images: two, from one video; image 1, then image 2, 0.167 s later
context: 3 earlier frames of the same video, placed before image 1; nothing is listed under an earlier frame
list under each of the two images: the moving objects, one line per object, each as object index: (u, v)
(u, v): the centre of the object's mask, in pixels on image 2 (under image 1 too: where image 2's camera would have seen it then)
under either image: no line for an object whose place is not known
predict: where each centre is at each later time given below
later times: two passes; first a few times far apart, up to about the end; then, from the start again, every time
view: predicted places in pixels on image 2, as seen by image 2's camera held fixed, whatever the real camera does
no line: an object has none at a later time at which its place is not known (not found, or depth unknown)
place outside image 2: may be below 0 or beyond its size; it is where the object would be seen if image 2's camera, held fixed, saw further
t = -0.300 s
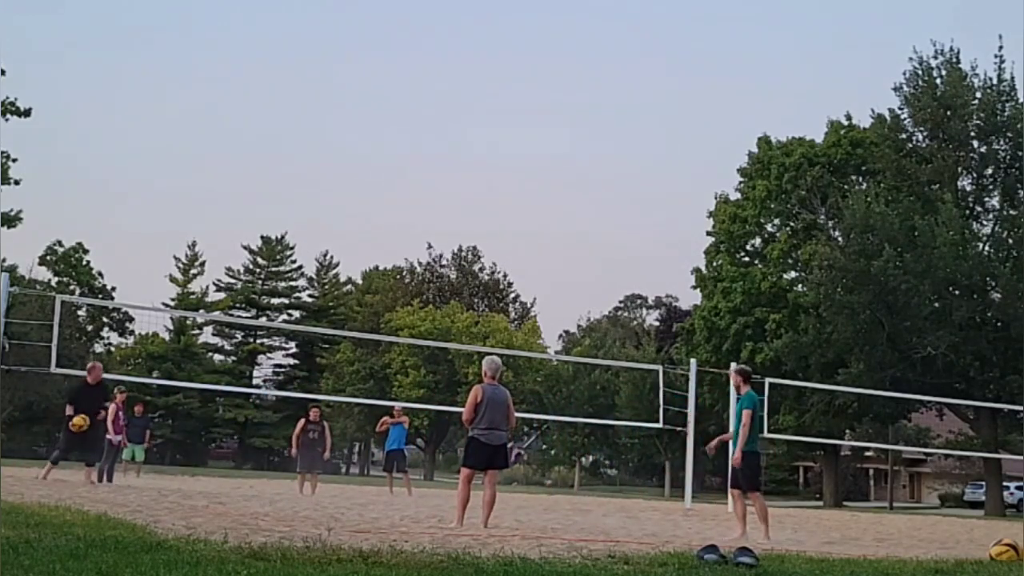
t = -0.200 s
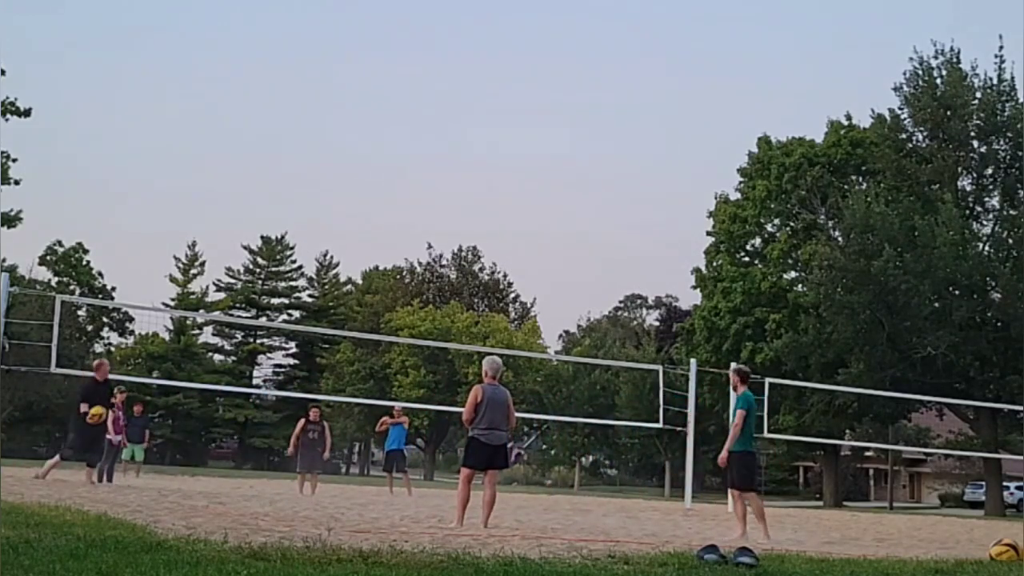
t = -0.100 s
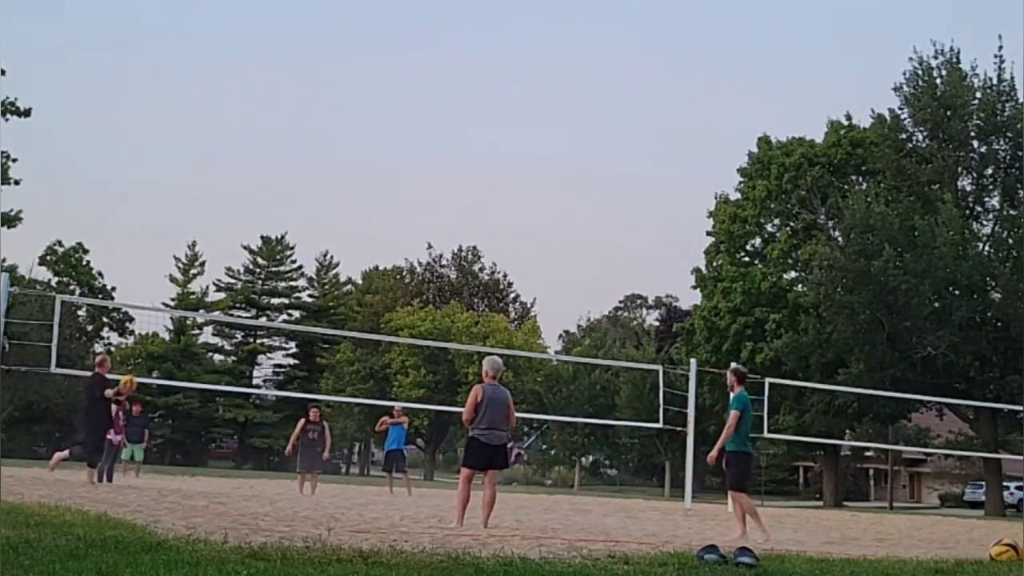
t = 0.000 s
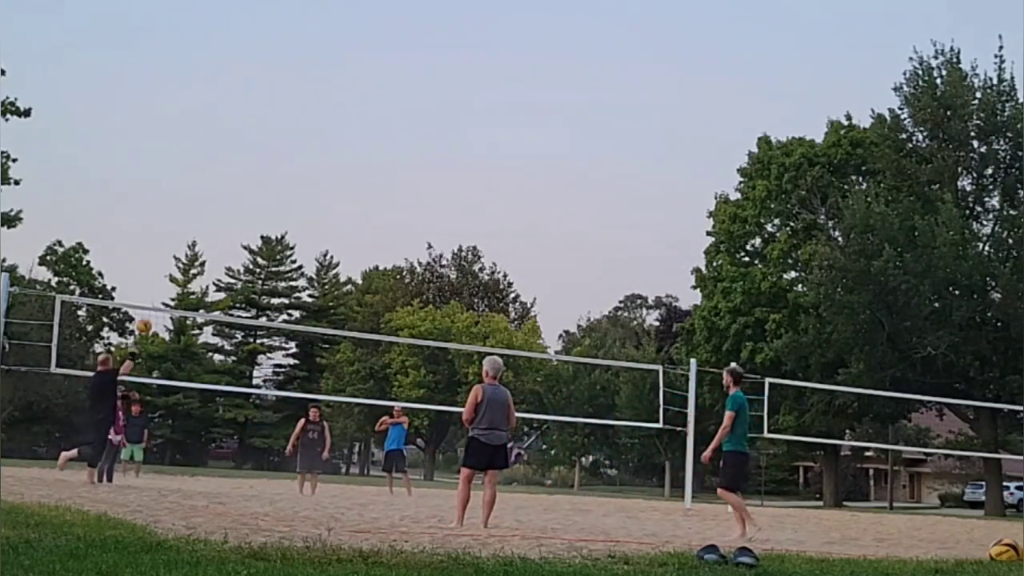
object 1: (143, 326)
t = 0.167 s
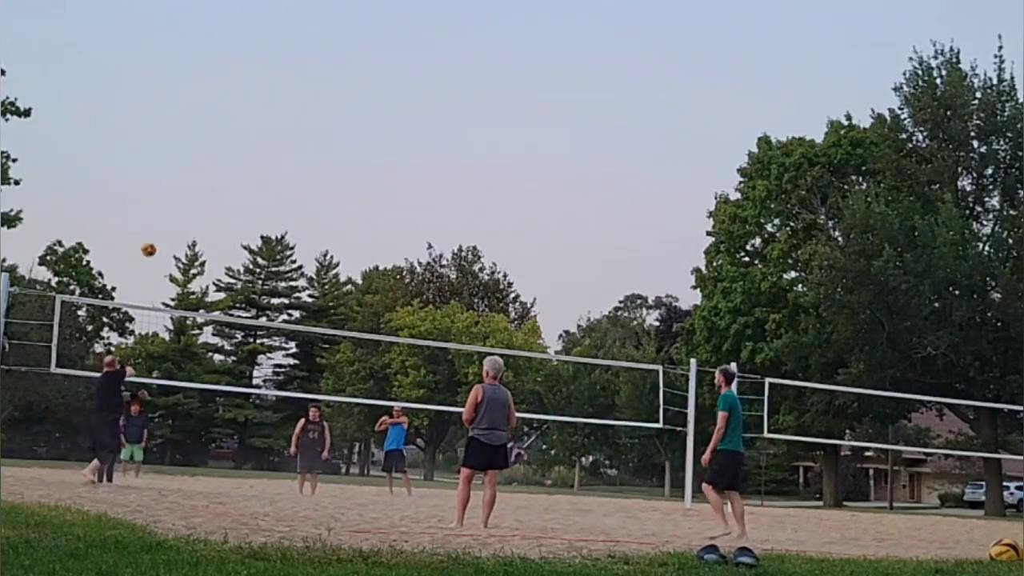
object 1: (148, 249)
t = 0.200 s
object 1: (149, 238)
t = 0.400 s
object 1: (152, 187)
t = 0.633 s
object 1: (154, 165)
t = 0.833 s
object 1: (154, 173)
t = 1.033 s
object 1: (152, 199)
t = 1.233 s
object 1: (148, 242)
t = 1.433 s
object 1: (143, 299)
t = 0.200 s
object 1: (149, 238)
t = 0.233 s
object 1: (150, 227)
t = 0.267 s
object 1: (150, 217)
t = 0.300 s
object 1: (151, 209)
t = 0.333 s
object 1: (151, 201)
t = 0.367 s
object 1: (152, 194)
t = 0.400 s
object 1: (152, 187)
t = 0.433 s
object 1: (153, 182)
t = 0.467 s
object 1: (153, 178)
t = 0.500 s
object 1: (153, 174)
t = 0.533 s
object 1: (154, 171)
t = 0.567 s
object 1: (154, 169)
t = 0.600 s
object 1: (154, 167)
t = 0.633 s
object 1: (154, 165)
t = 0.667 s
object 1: (154, 166)
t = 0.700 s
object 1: (154, 165)
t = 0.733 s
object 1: (154, 167)
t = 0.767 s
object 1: (154, 168)
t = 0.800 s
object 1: (154, 170)
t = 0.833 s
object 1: (154, 173)
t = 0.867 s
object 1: (154, 176)
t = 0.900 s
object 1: (153, 180)
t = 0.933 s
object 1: (153, 184)
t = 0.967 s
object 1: (152, 188)
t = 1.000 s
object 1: (152, 194)
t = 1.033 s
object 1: (152, 199)
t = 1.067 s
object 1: (151, 205)
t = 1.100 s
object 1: (151, 212)
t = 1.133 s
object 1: (150, 219)
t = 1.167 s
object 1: (149, 226)
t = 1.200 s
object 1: (149, 234)
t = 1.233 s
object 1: (148, 242)
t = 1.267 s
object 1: (148, 251)
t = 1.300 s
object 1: (147, 259)
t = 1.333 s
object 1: (146, 269)
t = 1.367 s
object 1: (145, 278)
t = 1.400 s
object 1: (144, 289)
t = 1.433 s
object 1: (143, 299)
